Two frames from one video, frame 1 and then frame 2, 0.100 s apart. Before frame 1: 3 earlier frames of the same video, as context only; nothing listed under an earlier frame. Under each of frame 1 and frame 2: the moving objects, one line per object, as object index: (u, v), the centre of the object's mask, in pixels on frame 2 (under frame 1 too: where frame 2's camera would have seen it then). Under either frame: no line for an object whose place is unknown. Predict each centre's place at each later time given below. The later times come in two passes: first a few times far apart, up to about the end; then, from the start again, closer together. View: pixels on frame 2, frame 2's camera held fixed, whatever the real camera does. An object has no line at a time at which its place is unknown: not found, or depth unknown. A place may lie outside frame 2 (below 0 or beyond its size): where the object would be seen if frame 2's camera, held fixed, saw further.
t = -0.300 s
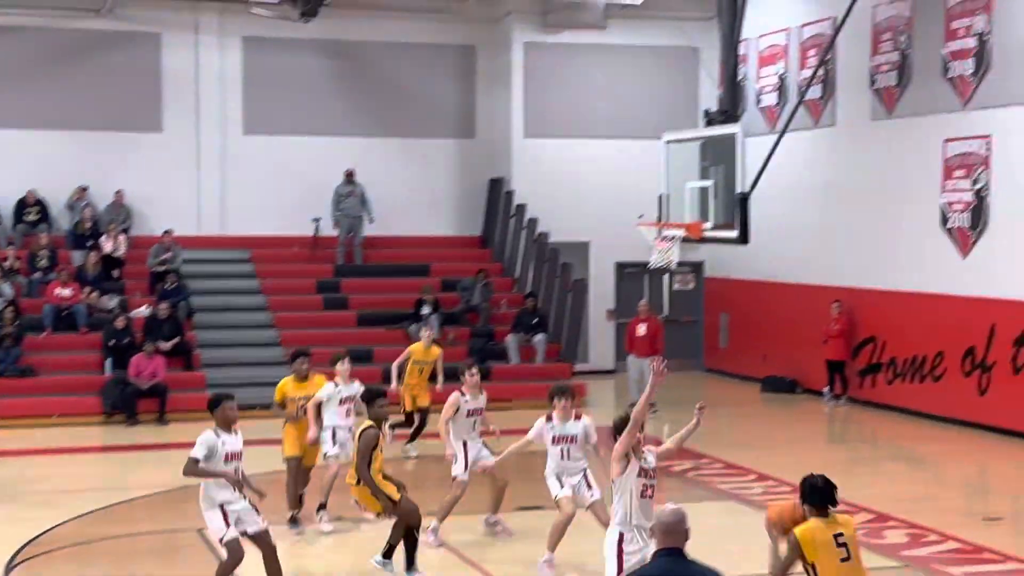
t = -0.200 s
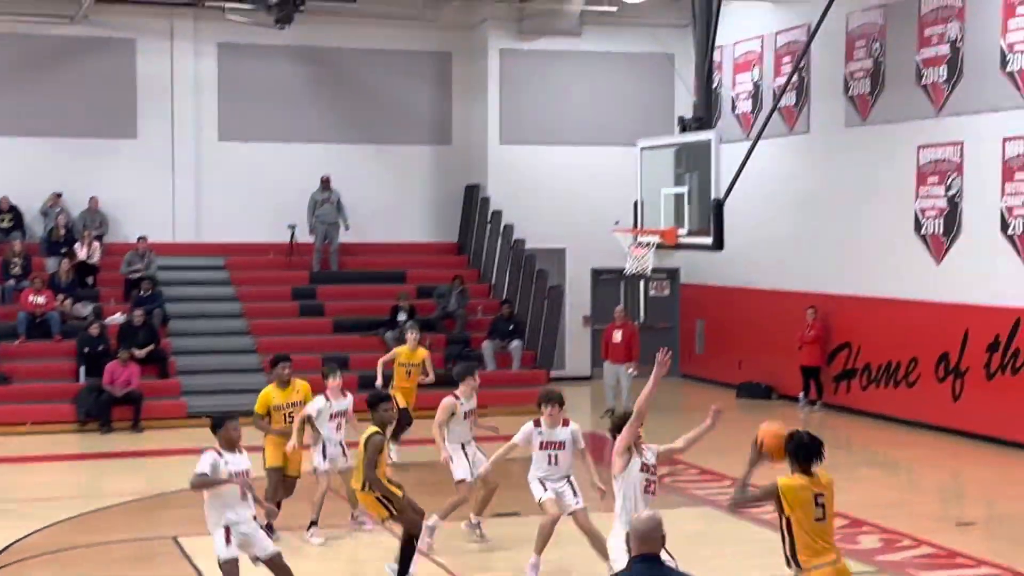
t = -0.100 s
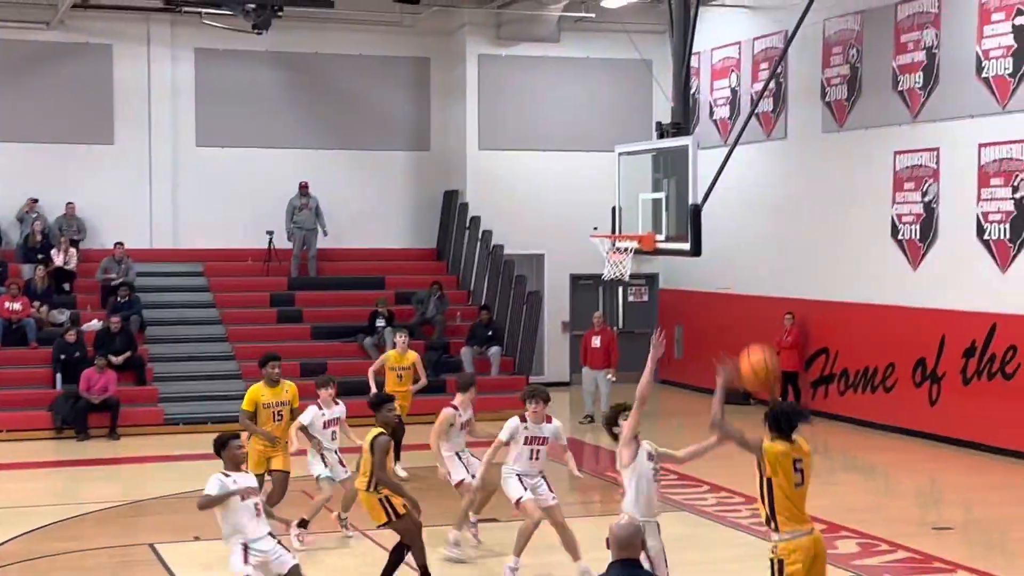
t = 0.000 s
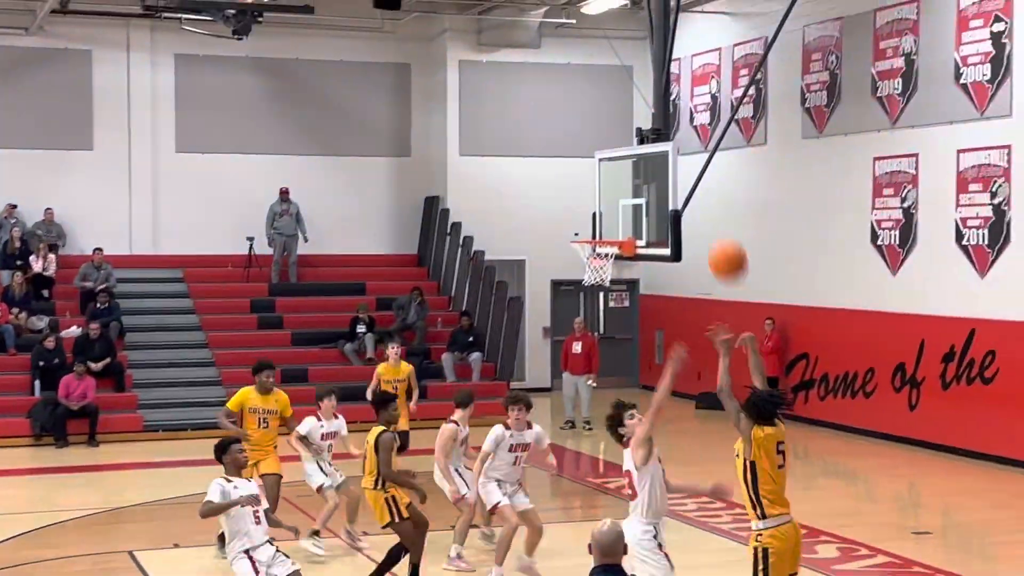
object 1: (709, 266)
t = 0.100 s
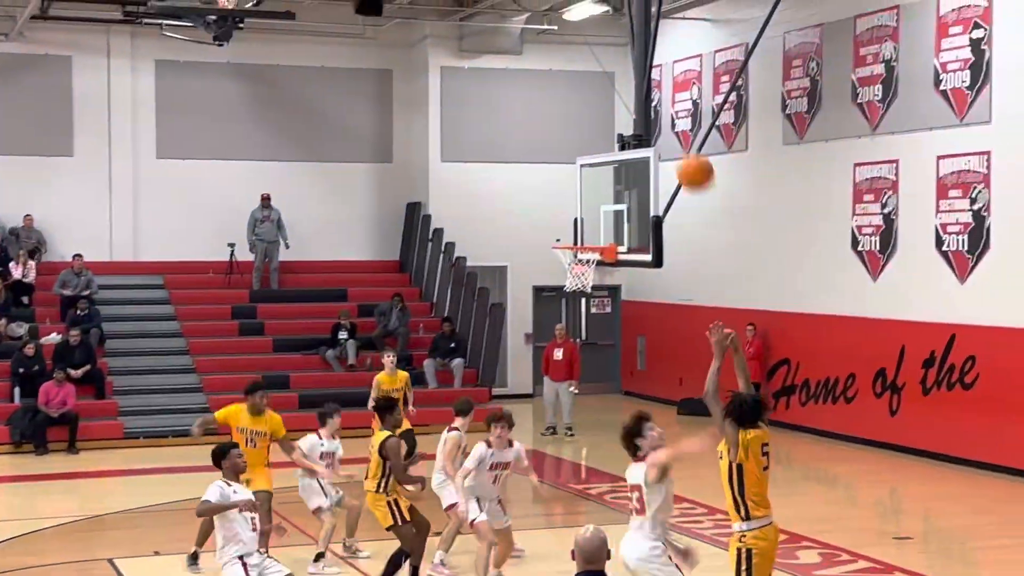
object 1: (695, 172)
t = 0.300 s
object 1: (670, 48)
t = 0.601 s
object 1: (638, -11)
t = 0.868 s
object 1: (613, 33)
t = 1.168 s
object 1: (589, 159)
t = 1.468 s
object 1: (572, 295)
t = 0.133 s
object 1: (691, 146)
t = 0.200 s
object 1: (682, 101)
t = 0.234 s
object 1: (678, 81)
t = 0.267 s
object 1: (674, 64)
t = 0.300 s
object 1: (670, 48)
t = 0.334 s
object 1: (666, 35)
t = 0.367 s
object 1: (662, 23)
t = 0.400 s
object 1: (659, 13)
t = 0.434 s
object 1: (655, 6)
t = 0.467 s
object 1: (651, -1)
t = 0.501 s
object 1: (648, -5)
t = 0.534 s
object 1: (644, -8)
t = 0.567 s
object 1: (641, -10)
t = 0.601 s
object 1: (638, -11)
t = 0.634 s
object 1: (635, -9)
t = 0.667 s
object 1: (631, -7)
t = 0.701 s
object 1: (628, -3)
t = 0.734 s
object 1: (625, 1)
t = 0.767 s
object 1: (622, 8)
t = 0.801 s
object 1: (619, 16)
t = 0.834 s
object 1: (615, 23)
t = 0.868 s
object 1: (613, 33)
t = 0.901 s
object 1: (609, 43)
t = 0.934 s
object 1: (607, 55)
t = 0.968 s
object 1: (604, 68)
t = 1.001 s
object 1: (602, 81)
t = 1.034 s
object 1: (599, 95)
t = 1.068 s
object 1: (596, 110)
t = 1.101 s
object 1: (594, 125)
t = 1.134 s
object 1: (591, 141)
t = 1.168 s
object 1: (589, 159)
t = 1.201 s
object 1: (587, 178)
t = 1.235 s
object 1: (585, 196)
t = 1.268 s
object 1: (583, 216)
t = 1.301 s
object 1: (580, 235)
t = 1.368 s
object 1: (579, 272)
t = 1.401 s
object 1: (576, 278)
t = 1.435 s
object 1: (574, 287)
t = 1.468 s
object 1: (572, 295)
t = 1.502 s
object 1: (570, 304)
